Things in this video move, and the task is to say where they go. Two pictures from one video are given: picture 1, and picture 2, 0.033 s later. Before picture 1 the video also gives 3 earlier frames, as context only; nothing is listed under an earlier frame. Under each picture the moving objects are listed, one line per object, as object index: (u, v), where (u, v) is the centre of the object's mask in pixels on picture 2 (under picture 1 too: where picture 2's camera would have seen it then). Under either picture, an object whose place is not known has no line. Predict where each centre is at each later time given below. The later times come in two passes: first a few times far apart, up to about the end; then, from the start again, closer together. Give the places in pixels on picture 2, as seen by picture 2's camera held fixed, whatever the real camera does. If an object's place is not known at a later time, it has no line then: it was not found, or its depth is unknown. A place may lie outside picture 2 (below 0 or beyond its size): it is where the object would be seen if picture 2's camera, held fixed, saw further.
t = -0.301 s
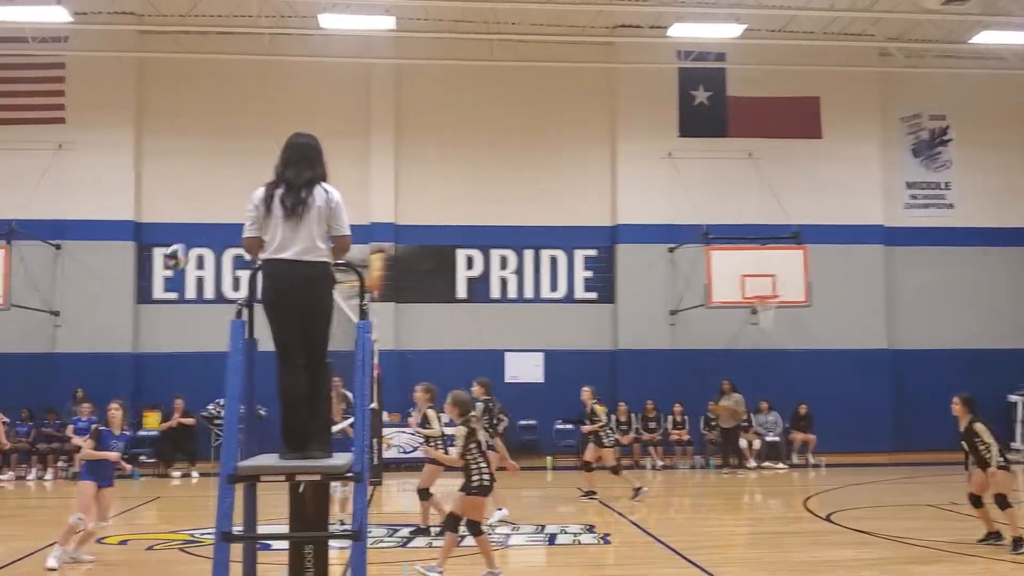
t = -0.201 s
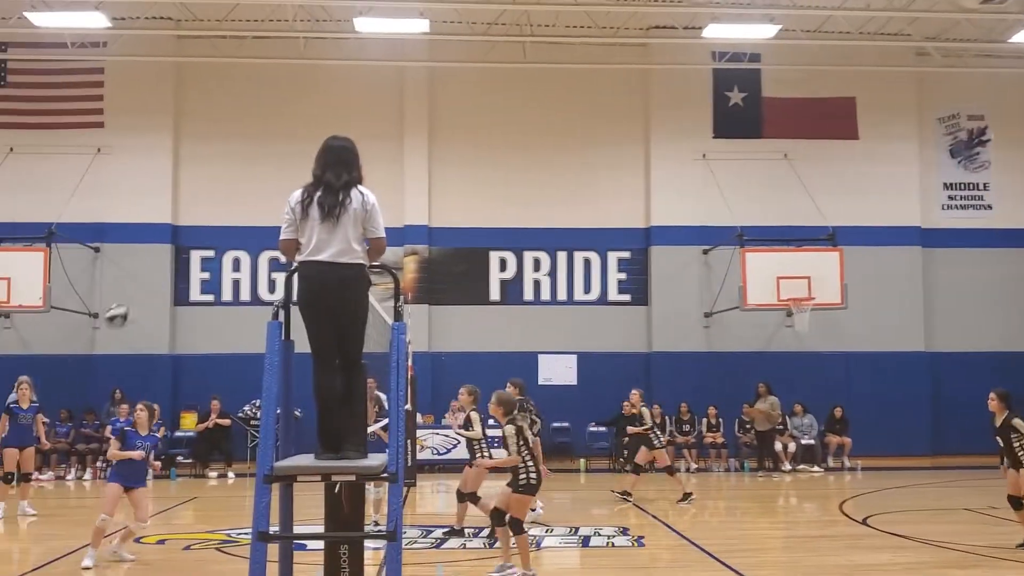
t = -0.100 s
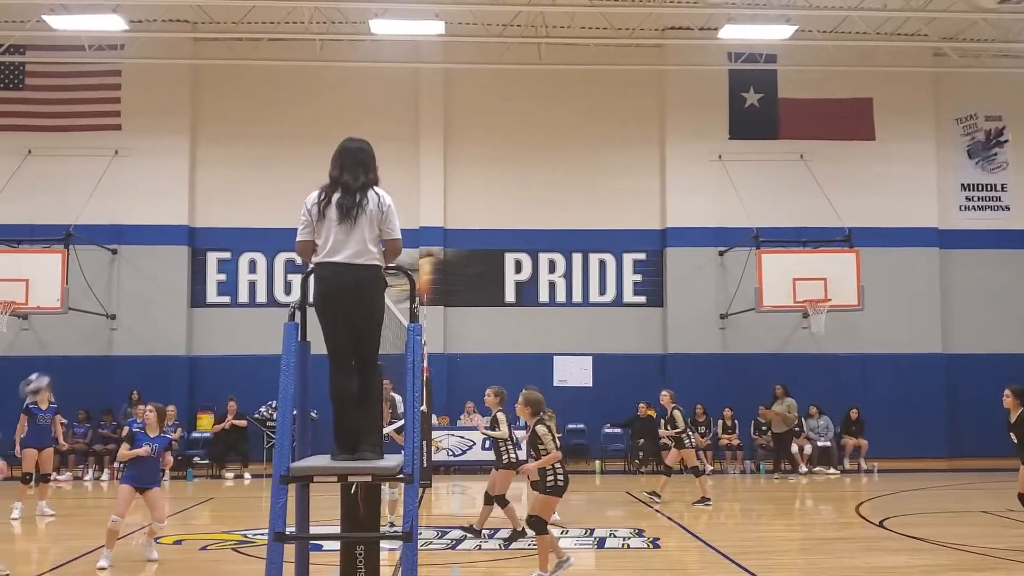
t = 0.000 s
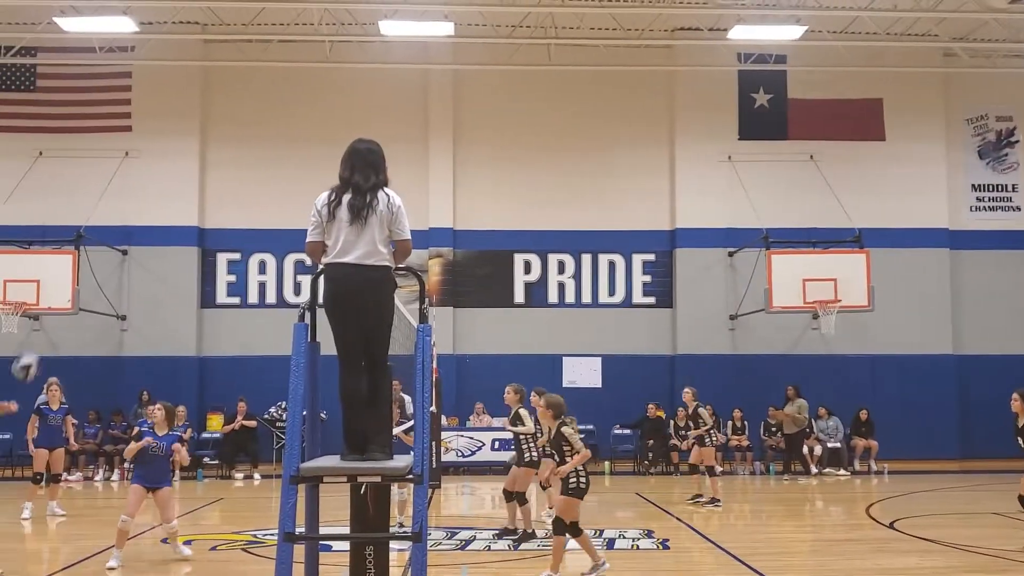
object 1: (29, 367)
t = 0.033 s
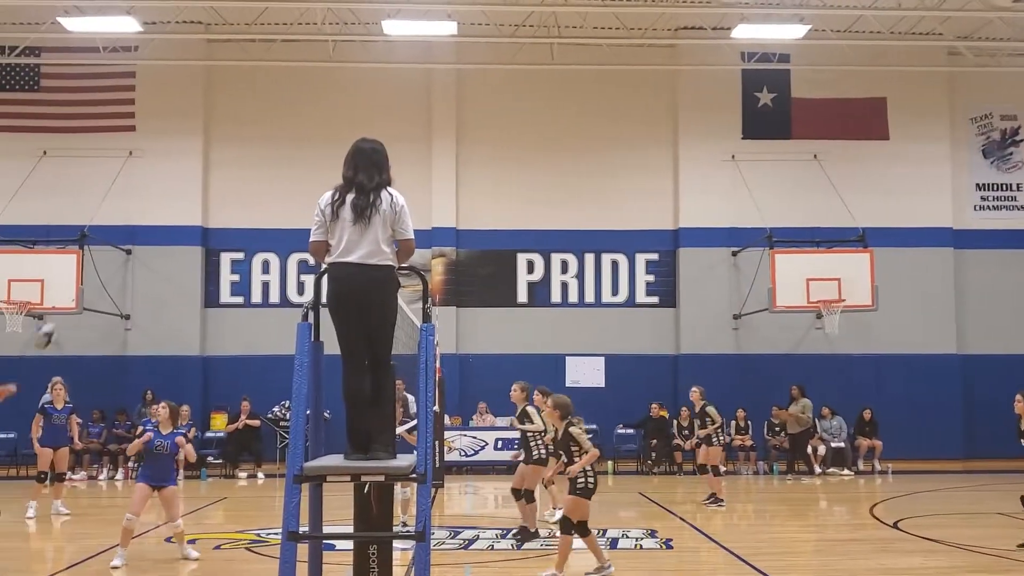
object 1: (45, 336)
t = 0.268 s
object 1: (136, 174)
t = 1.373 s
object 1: (471, 254)
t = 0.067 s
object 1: (58, 307)
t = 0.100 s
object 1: (71, 282)
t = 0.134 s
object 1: (85, 256)
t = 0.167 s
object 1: (98, 234)
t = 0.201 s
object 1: (112, 213)
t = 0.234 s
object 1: (125, 193)
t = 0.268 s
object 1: (136, 174)
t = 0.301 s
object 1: (149, 157)
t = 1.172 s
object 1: (419, 156)
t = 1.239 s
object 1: (437, 185)
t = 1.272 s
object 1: (446, 201)
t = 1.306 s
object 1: (454, 218)
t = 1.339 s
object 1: (462, 237)
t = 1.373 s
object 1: (471, 254)
